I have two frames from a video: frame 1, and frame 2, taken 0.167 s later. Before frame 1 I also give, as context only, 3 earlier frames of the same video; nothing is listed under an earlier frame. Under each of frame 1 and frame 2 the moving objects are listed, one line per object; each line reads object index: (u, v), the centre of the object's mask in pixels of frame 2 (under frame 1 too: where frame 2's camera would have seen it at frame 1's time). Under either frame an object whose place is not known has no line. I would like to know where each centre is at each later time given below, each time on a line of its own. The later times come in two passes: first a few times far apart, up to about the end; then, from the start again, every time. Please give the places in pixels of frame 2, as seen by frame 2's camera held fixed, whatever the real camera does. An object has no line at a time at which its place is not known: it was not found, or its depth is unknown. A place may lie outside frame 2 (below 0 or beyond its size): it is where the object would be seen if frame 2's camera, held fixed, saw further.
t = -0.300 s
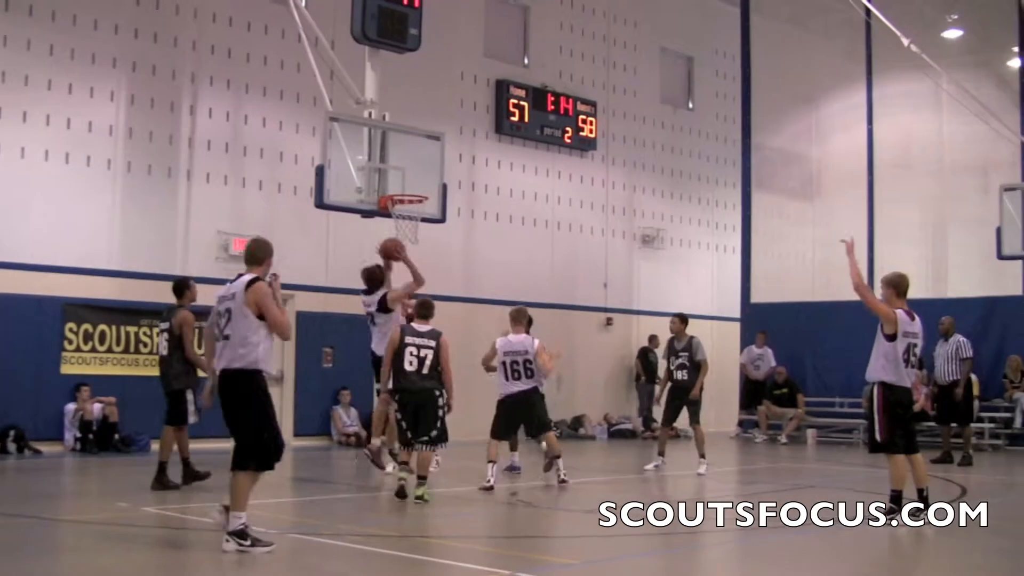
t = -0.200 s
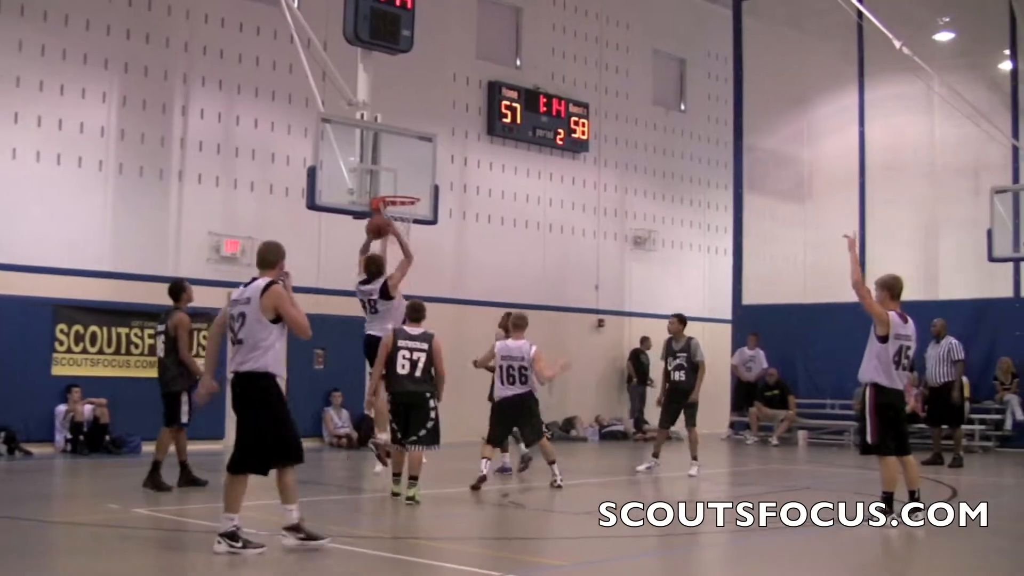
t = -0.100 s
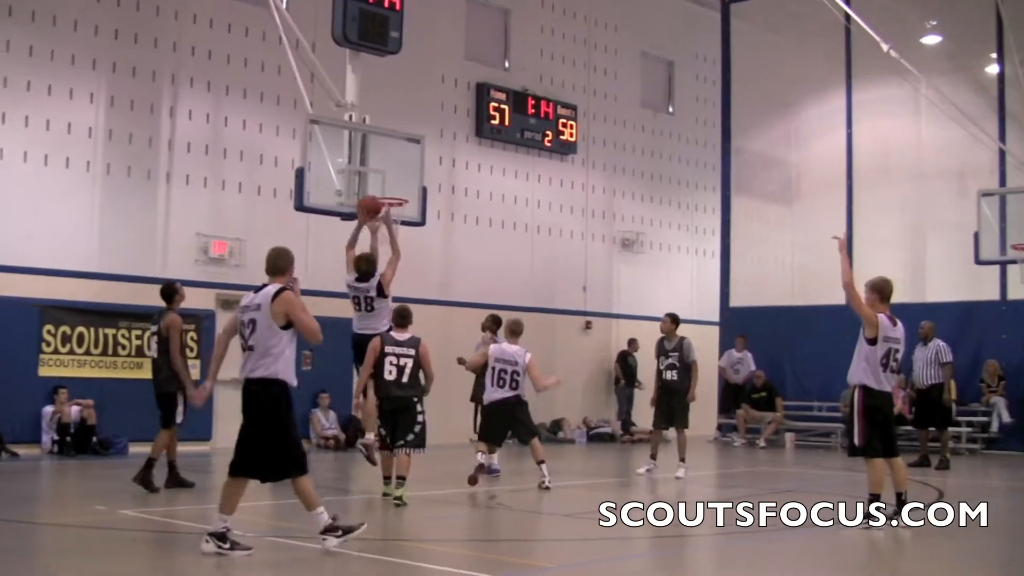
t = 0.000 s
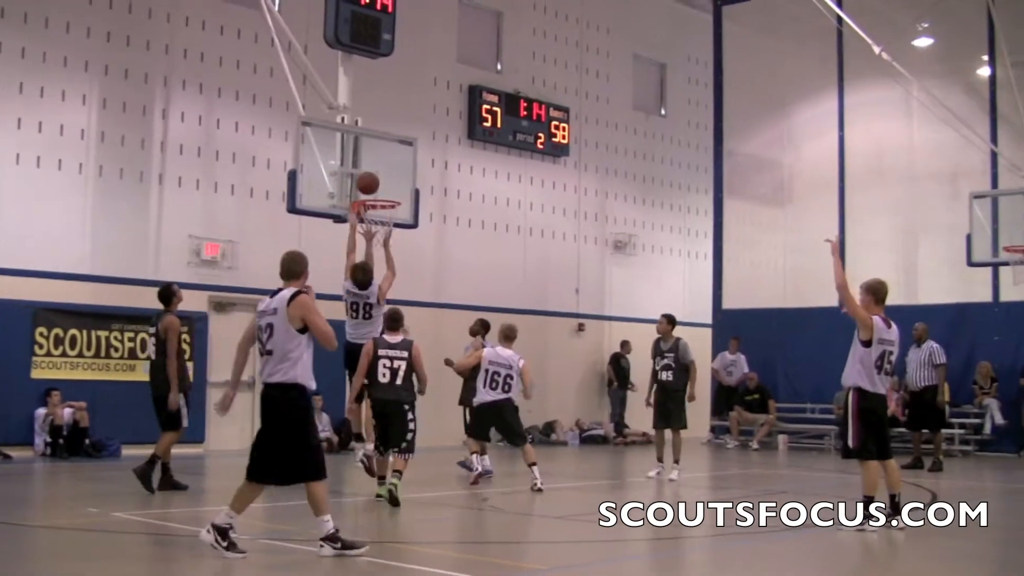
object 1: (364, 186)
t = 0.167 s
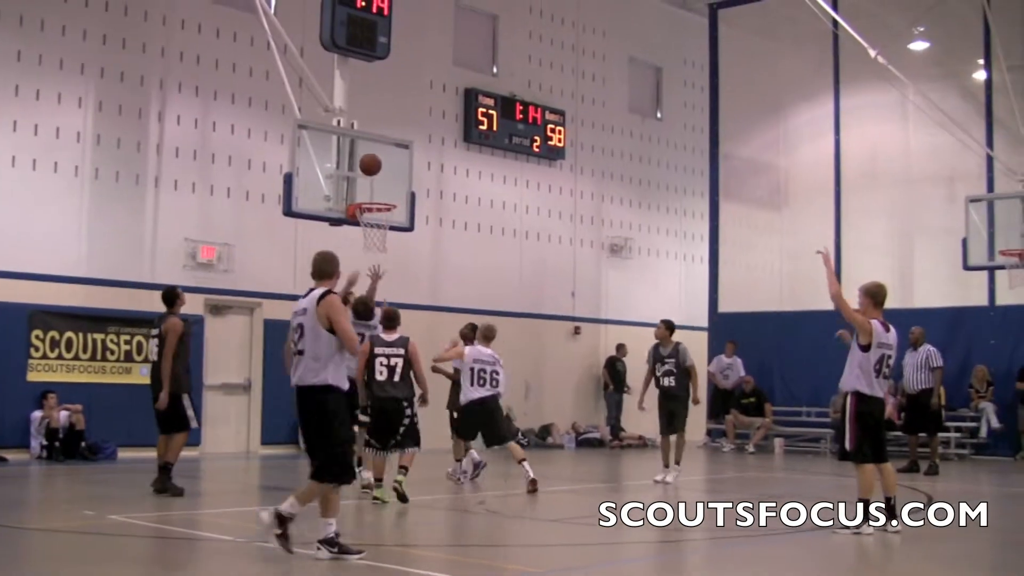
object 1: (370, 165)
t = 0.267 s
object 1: (373, 164)
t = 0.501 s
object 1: (381, 192)
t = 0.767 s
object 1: (384, 196)
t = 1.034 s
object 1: (365, 194)
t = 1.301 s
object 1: (367, 195)
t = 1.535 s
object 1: (385, 217)
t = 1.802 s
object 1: (385, 246)
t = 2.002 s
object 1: (379, 295)
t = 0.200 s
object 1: (371, 163)
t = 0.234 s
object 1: (372, 163)
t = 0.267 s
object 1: (373, 164)
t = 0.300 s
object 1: (375, 166)
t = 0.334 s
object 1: (376, 168)
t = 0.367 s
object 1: (376, 172)
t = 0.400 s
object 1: (378, 177)
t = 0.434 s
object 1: (378, 182)
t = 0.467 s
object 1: (379, 189)
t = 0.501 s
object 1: (381, 192)
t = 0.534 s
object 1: (382, 191)
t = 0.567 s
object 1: (383, 191)
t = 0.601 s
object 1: (384, 191)
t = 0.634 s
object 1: (385, 192)
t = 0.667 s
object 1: (386, 194)
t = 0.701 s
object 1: (387, 197)
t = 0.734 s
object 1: (387, 197)
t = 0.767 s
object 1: (384, 196)
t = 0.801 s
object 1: (381, 195)
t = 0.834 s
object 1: (378, 195)
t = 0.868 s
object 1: (375, 196)
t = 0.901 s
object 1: (373, 196)
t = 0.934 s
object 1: (370, 195)
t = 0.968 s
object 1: (368, 194)
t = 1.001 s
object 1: (367, 194)
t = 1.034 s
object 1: (365, 194)
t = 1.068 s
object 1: (363, 195)
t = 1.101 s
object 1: (363, 194)
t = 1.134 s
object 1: (363, 194)
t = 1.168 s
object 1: (363, 194)
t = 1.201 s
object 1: (363, 194)
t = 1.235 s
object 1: (363, 195)
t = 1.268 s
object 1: (365, 195)
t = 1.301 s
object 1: (367, 195)
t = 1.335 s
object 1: (369, 195)
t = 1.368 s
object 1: (371, 196)
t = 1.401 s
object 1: (374, 198)
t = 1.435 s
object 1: (376, 203)
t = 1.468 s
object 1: (379, 206)
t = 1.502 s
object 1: (382, 212)
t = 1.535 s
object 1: (385, 217)
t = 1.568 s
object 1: (386, 221)
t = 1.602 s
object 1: (387, 225)
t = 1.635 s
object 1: (387, 228)
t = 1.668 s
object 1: (388, 230)
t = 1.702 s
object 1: (387, 233)
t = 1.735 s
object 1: (386, 235)
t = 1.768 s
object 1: (385, 239)
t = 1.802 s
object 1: (385, 246)
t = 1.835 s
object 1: (384, 252)
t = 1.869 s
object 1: (383, 259)
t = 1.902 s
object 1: (382, 266)
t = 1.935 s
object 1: (381, 275)
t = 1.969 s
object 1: (380, 285)
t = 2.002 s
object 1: (379, 295)
